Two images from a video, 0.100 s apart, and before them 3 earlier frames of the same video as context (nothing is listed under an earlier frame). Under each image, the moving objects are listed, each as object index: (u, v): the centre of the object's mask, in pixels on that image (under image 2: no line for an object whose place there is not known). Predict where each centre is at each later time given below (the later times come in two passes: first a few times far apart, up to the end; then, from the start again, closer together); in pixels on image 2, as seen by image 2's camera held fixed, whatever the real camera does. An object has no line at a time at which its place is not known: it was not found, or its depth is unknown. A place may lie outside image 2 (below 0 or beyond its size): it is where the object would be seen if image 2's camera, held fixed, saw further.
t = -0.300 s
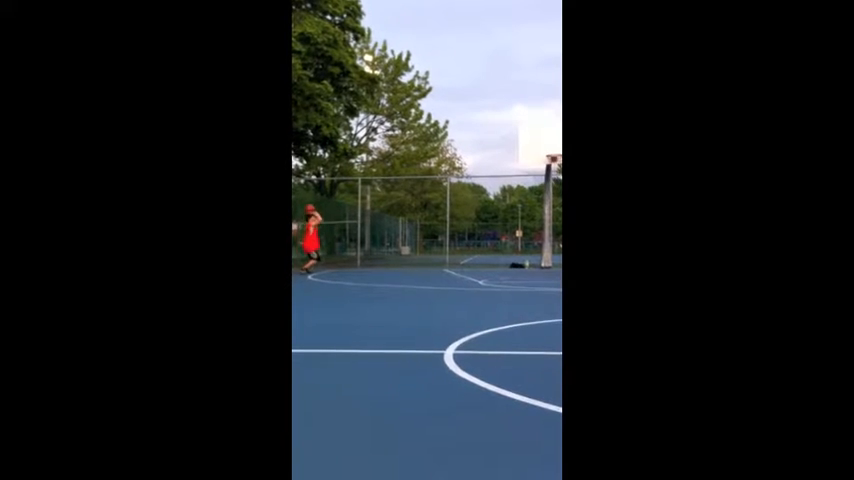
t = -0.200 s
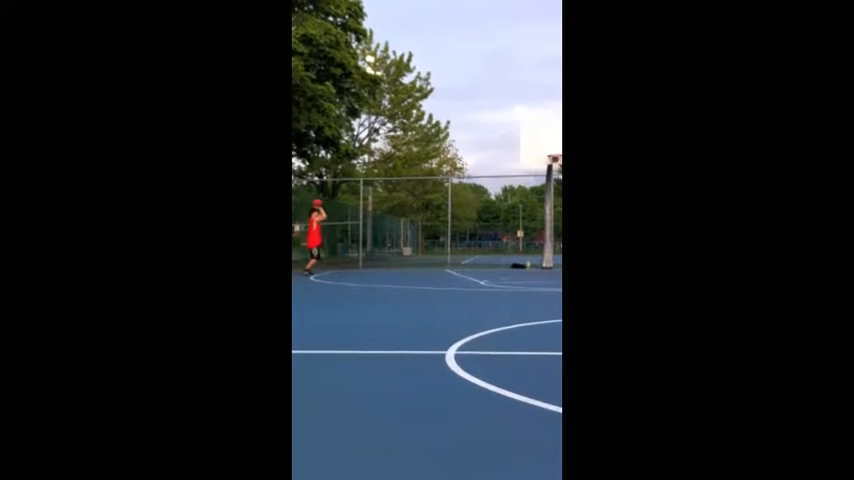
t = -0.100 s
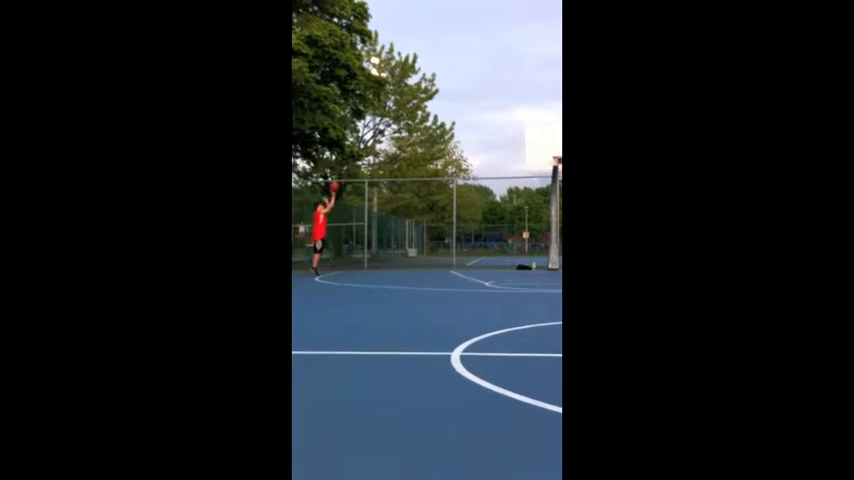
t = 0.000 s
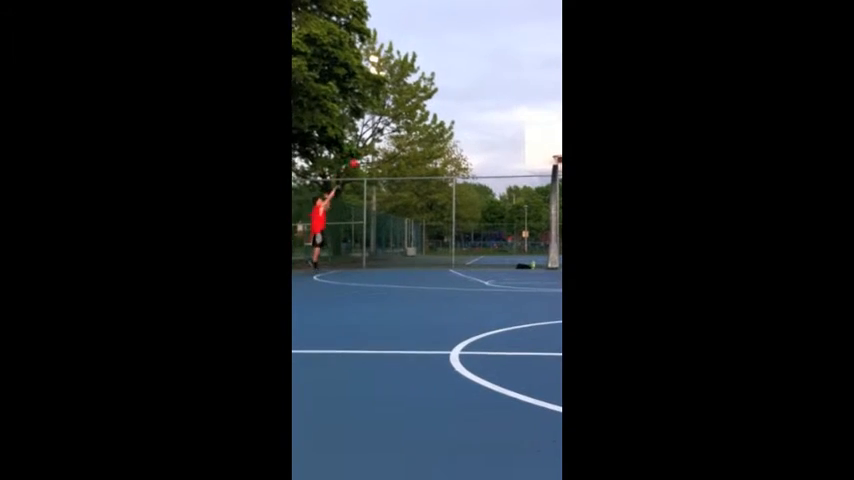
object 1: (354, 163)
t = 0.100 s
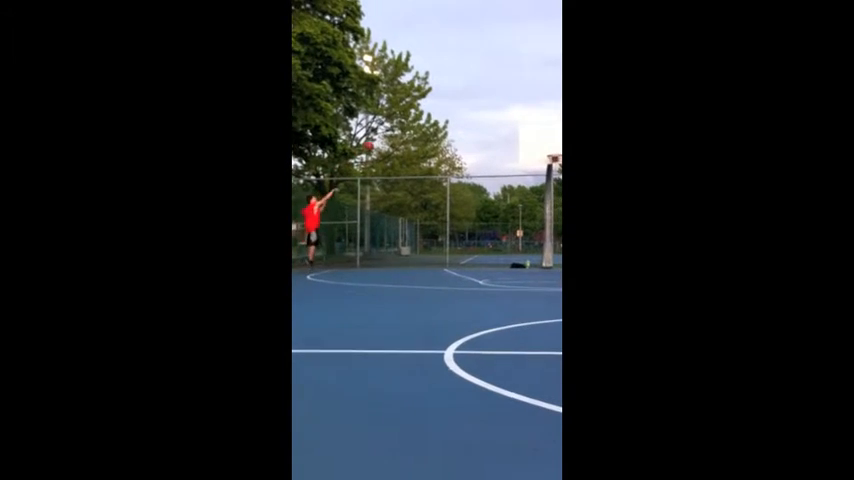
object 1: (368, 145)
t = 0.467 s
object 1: (447, 112)
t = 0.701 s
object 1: (497, 115)
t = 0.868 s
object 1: (532, 130)
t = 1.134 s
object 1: (557, 162)
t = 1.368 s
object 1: (558, 165)
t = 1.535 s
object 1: (560, 170)
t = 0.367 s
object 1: (426, 116)
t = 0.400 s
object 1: (433, 114)
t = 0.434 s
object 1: (440, 113)
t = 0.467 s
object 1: (447, 112)
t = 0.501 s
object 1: (455, 111)
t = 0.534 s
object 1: (461, 111)
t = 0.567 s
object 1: (469, 111)
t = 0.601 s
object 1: (476, 111)
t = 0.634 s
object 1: (483, 112)
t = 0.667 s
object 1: (491, 114)
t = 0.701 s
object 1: (497, 115)
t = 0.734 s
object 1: (504, 118)
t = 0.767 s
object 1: (511, 120)
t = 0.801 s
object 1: (518, 123)
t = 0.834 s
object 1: (526, 126)
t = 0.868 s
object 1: (532, 130)
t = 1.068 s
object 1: (563, 159)
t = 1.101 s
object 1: (559, 162)
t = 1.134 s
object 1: (557, 162)
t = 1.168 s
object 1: (558, 163)
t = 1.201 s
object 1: (557, 162)
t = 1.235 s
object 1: (557, 163)
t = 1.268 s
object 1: (558, 163)
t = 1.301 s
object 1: (557, 165)
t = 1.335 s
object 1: (558, 165)
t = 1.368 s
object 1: (558, 165)
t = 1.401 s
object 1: (557, 168)
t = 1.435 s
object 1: (558, 168)
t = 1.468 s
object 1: (558, 169)
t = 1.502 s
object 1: (558, 170)
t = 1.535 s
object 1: (560, 170)
